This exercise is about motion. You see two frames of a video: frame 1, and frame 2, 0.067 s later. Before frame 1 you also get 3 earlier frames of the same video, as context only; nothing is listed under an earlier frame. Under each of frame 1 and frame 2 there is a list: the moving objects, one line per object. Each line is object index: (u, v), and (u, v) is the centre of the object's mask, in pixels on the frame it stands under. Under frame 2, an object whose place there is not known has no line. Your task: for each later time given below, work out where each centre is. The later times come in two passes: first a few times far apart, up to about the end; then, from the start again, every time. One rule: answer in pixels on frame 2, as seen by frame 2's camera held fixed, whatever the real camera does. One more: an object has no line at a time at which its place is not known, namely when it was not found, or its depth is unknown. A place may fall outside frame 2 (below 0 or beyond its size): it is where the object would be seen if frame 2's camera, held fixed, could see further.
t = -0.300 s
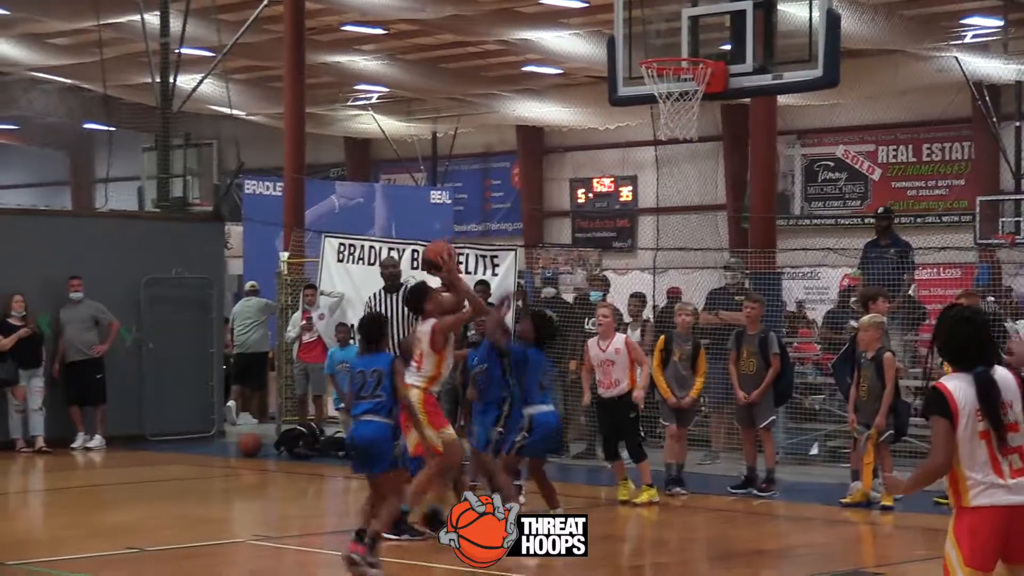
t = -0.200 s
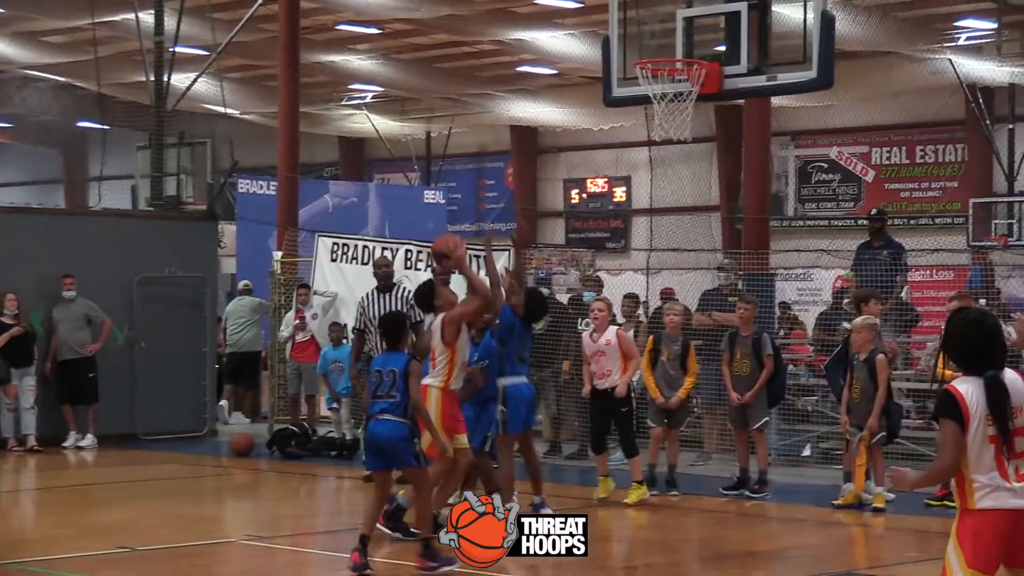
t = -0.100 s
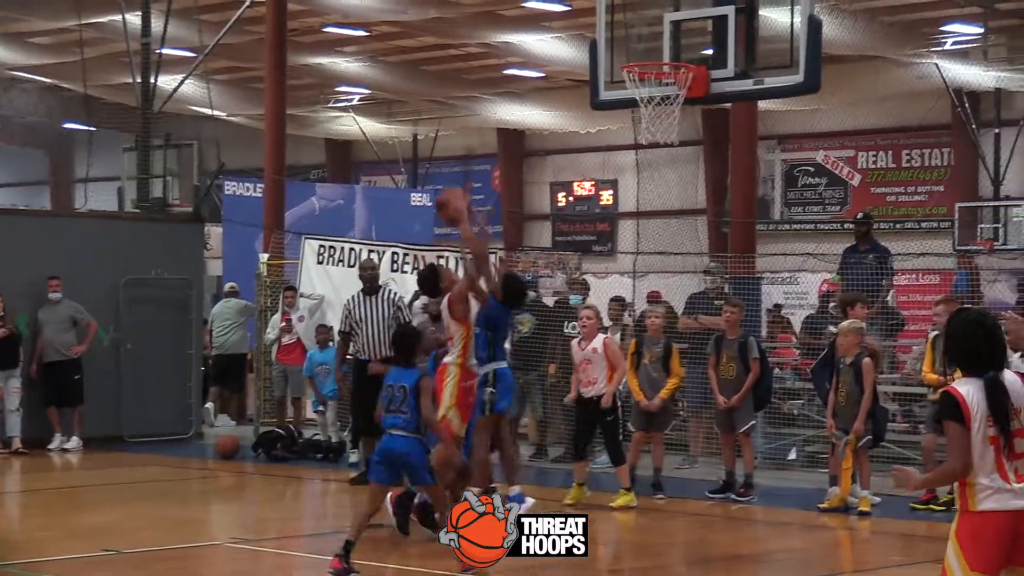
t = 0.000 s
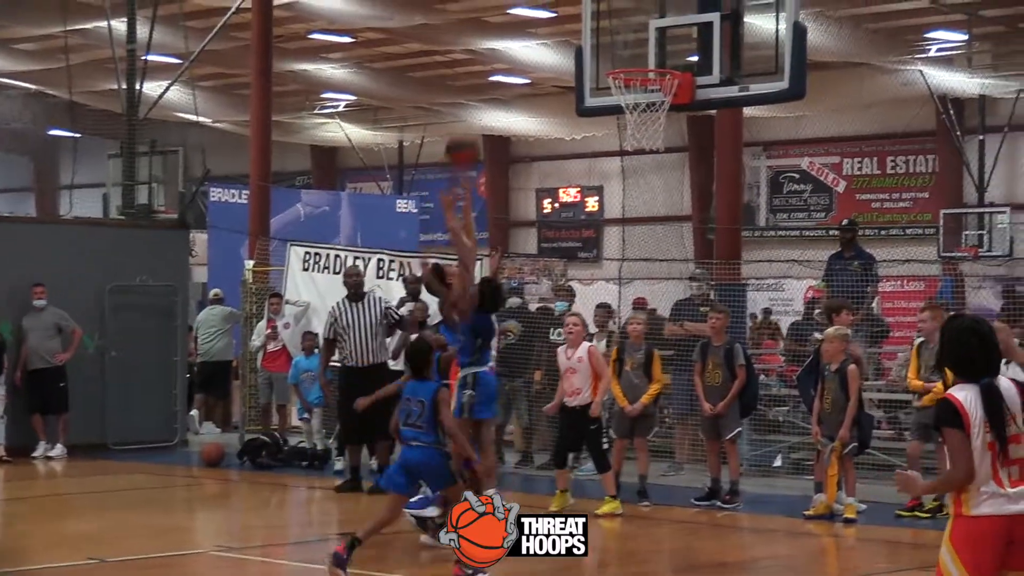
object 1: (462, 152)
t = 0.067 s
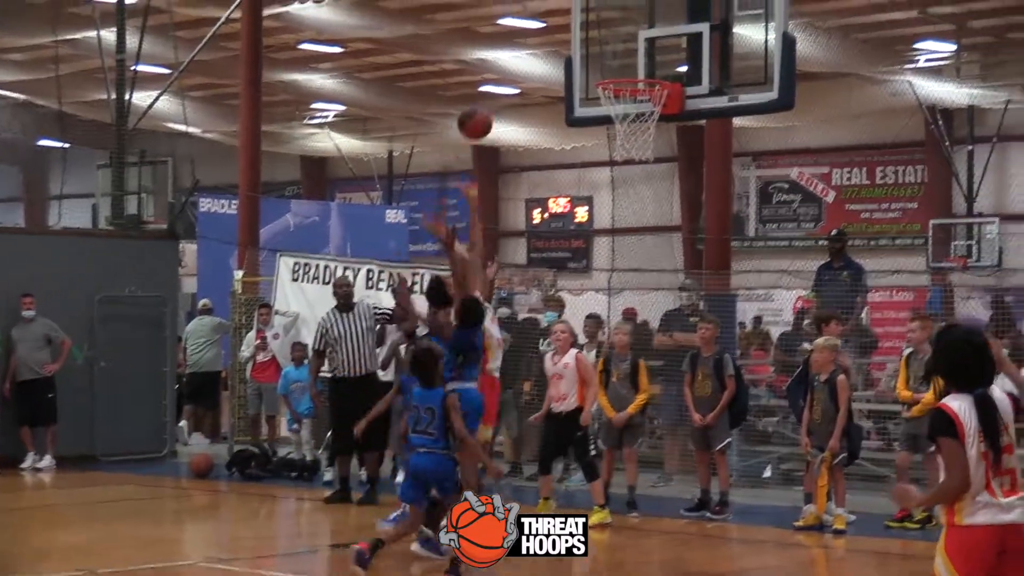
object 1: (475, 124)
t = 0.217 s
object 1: (525, 62)
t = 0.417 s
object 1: (591, 34)
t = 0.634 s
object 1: (659, 68)
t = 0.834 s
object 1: (667, 36)
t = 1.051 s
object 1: (664, 64)
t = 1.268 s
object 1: (659, 43)
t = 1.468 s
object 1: (650, 70)
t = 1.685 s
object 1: (608, 109)
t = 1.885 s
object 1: (600, 131)
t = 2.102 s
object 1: (608, 208)
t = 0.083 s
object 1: (480, 115)
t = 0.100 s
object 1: (486, 107)
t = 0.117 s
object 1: (492, 99)
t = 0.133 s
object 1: (498, 92)
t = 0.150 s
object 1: (504, 84)
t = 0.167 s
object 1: (509, 78)
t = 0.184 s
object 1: (514, 72)
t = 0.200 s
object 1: (520, 67)
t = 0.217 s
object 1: (525, 62)
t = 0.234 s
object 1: (531, 57)
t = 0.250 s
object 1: (536, 53)
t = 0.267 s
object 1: (542, 49)
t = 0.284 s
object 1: (547, 46)
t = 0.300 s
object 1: (552, 43)
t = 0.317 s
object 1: (558, 40)
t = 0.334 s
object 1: (563, 38)
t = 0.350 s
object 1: (569, 37)
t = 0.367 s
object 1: (575, 36)
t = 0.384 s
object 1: (580, 35)
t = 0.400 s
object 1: (585, 34)
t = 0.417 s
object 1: (591, 34)
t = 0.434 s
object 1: (596, 34)
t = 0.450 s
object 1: (601, 35)
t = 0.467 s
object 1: (606, 36)
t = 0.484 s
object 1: (613, 38)
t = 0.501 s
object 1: (618, 40)
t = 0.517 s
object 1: (625, 43)
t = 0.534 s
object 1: (629, 46)
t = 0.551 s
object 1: (633, 48)
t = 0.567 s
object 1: (638, 52)
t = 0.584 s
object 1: (645, 57)
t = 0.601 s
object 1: (650, 62)
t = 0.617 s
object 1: (656, 66)
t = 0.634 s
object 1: (659, 68)
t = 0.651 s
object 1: (662, 68)
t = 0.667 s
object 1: (660, 64)
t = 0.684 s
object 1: (661, 60)
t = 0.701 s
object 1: (665, 54)
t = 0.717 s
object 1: (666, 50)
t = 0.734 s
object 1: (667, 46)
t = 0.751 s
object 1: (667, 43)
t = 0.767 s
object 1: (667, 40)
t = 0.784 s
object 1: (667, 38)
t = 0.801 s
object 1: (666, 37)
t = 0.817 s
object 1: (666, 37)
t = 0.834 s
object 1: (667, 36)
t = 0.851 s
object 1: (666, 36)
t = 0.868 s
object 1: (666, 36)
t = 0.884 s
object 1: (666, 37)
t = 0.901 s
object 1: (666, 38)
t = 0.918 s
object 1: (666, 39)
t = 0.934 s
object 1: (665, 40)
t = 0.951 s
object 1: (665, 43)
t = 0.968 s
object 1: (665, 45)
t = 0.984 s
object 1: (664, 49)
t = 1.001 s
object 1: (664, 52)
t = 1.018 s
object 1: (663, 55)
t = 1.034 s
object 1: (664, 59)
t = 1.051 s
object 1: (664, 64)
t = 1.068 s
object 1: (664, 63)
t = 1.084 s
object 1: (664, 62)
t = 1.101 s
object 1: (663, 60)
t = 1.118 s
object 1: (662, 58)
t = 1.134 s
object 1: (662, 55)
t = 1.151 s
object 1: (662, 53)
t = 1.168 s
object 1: (661, 51)
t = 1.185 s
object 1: (661, 48)
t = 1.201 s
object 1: (661, 46)
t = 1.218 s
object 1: (660, 45)
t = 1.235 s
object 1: (660, 44)
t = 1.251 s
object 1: (659, 43)
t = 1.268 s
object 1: (659, 43)
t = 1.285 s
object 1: (659, 43)
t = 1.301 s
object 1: (658, 43)
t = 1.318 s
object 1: (658, 44)
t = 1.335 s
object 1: (658, 46)
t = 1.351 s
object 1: (657, 48)
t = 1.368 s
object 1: (656, 50)
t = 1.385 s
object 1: (655, 52)
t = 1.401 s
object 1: (655, 57)
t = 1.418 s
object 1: (655, 59)
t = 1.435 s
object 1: (654, 63)
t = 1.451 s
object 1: (653, 66)
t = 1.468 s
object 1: (650, 70)
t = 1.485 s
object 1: (649, 70)
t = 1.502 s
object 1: (648, 70)
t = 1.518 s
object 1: (647, 70)
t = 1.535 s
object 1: (644, 70)
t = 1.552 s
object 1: (640, 72)
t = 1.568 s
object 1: (630, 73)
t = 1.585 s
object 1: (628, 75)
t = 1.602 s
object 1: (625, 90)
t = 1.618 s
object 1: (622, 96)
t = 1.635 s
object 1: (618, 97)
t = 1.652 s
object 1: (615, 102)
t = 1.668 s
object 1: (612, 105)
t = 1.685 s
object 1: (608, 109)
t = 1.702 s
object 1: (606, 111)
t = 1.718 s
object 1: (604, 113)
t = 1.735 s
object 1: (602, 116)
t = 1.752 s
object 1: (601, 117)
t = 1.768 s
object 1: (600, 119)
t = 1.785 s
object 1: (598, 121)
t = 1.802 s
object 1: (598, 123)
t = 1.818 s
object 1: (597, 123)
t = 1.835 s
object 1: (598, 125)
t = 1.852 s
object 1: (597, 127)
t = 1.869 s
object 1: (599, 128)
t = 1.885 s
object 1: (600, 131)
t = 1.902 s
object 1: (600, 133)
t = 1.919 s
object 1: (599, 135)
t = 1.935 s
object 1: (602, 150)
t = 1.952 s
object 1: (602, 152)
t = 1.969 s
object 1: (603, 156)
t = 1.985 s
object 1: (604, 160)
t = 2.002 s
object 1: (604, 164)
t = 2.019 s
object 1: (605, 171)
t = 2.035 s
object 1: (605, 178)
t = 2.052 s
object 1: (606, 185)
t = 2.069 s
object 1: (607, 192)
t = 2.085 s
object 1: (607, 201)
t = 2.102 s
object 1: (608, 208)
